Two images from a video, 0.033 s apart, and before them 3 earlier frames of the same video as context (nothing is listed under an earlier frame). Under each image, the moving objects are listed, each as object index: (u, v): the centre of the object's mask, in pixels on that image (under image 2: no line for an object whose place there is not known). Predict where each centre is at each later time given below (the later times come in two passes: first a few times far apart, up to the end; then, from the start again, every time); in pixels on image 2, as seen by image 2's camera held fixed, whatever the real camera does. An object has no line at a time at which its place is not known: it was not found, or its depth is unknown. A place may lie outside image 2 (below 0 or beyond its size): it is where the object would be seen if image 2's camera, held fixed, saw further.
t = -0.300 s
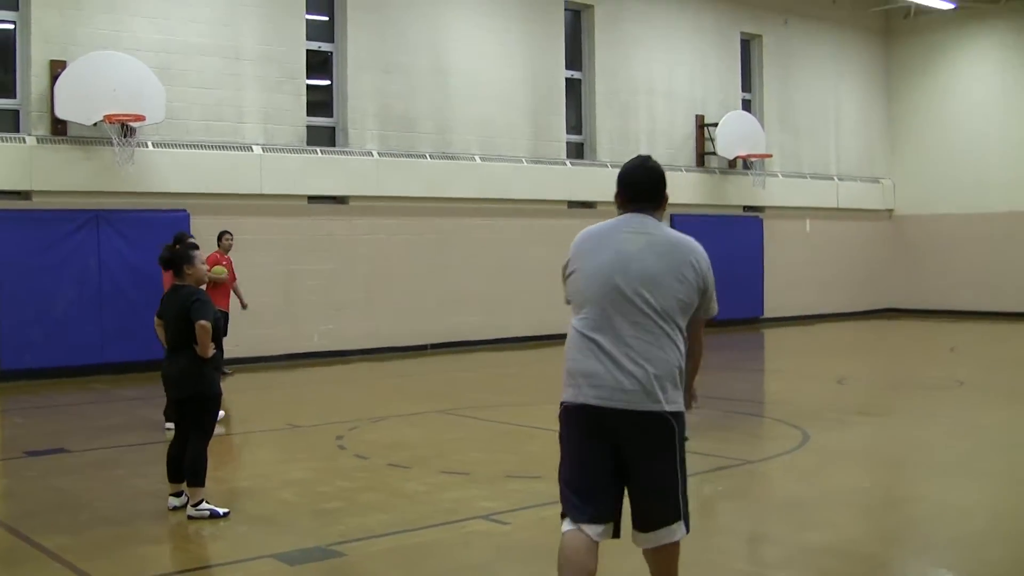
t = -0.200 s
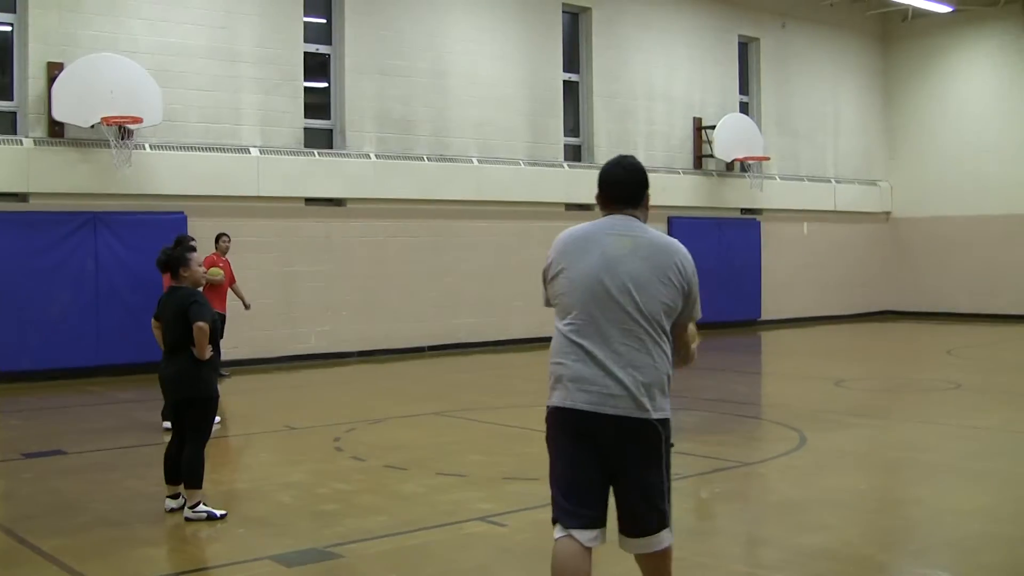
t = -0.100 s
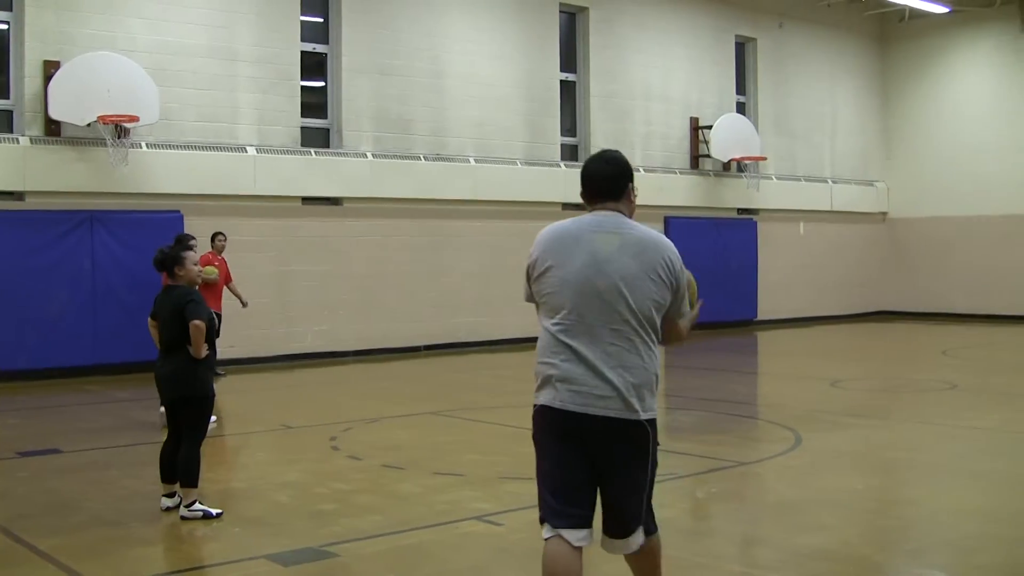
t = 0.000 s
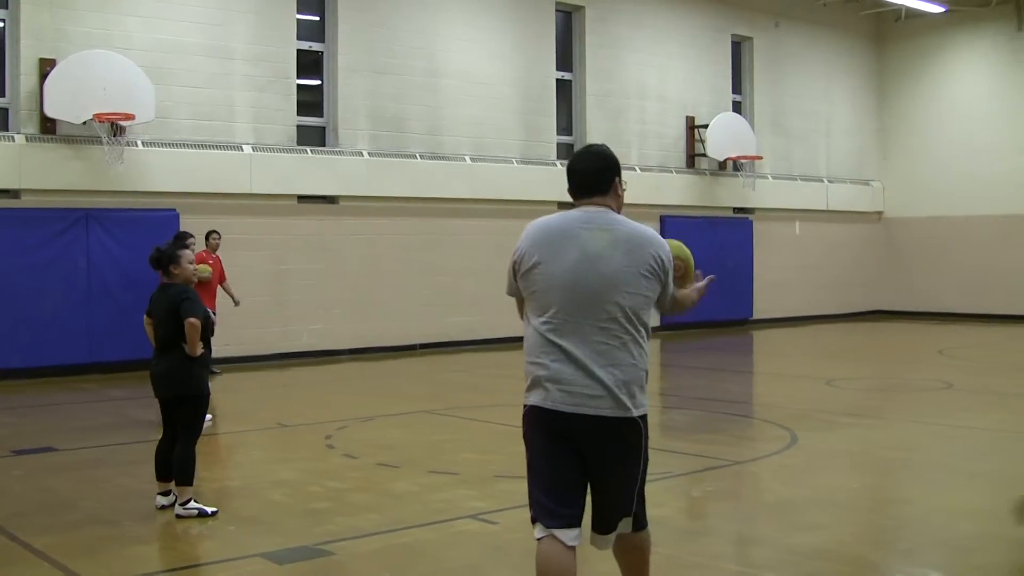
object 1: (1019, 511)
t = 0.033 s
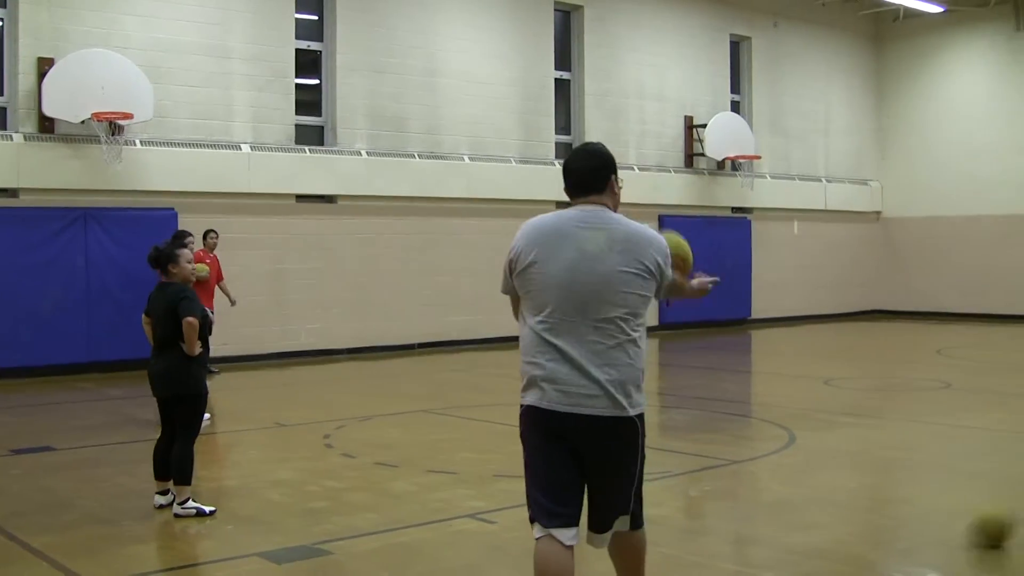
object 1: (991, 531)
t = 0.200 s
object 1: (849, 467)
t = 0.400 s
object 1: (686, 459)
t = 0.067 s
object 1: (958, 517)
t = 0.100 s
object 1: (932, 504)
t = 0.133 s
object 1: (904, 490)
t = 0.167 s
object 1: (877, 477)
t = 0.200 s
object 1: (849, 467)
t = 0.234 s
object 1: (821, 460)
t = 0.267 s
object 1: (793, 456)
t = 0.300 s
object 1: (765, 453)
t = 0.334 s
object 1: (739, 454)
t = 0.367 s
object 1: (712, 455)
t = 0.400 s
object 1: (686, 459)
